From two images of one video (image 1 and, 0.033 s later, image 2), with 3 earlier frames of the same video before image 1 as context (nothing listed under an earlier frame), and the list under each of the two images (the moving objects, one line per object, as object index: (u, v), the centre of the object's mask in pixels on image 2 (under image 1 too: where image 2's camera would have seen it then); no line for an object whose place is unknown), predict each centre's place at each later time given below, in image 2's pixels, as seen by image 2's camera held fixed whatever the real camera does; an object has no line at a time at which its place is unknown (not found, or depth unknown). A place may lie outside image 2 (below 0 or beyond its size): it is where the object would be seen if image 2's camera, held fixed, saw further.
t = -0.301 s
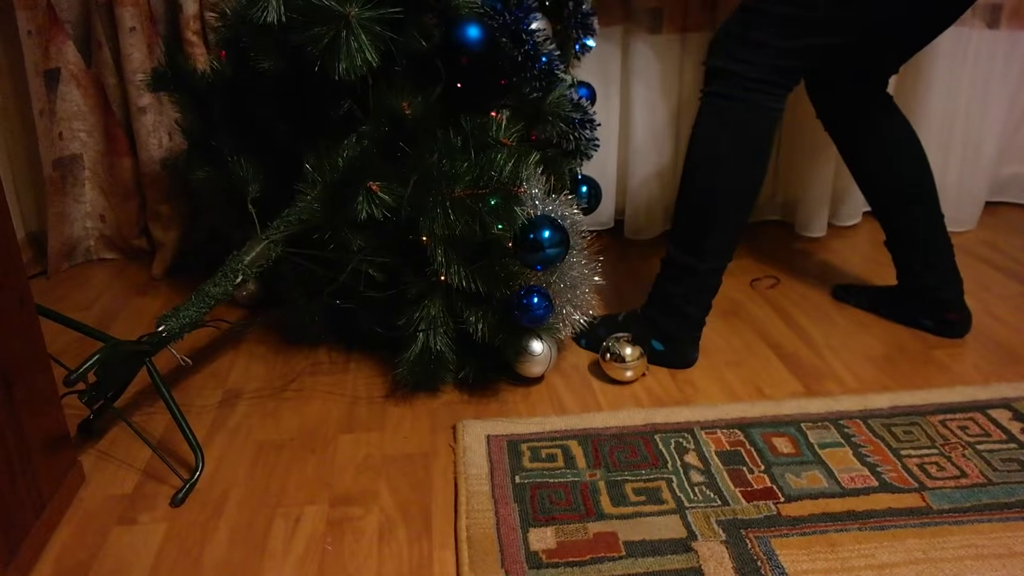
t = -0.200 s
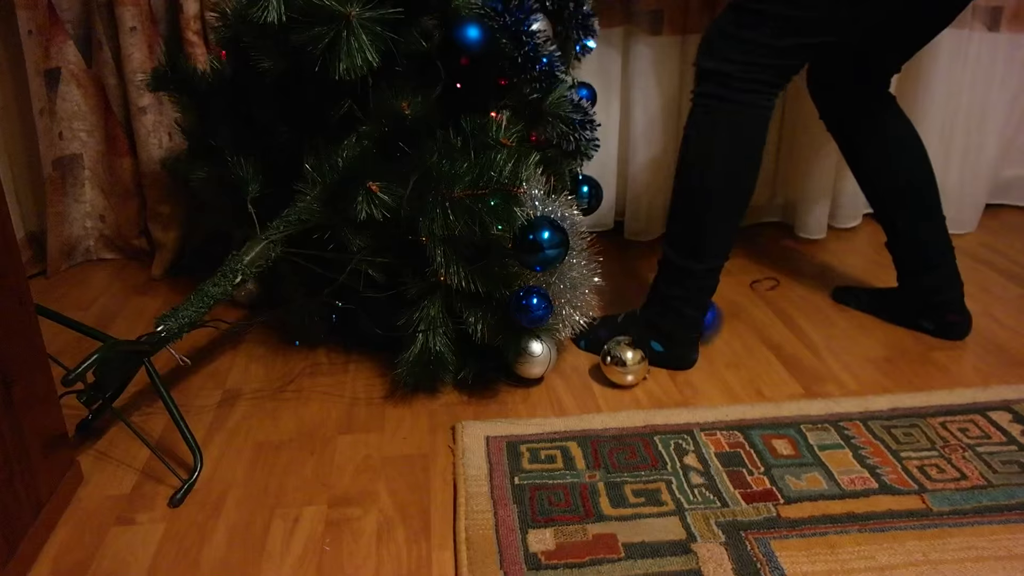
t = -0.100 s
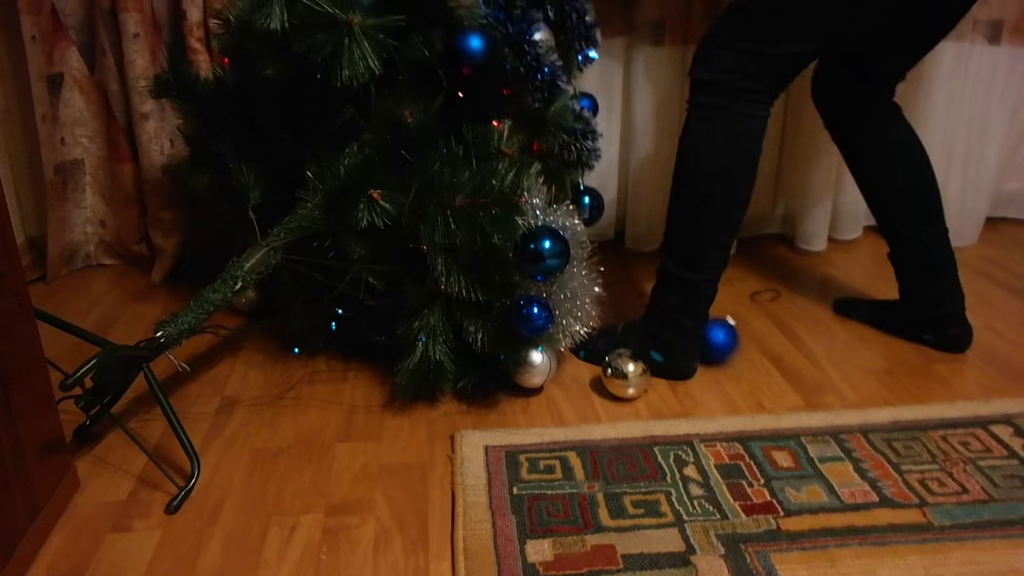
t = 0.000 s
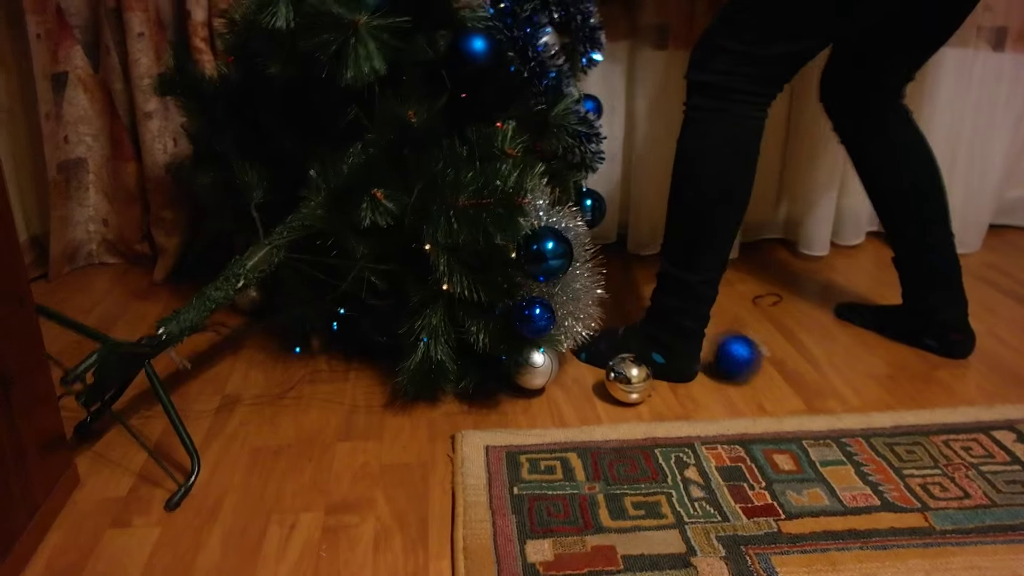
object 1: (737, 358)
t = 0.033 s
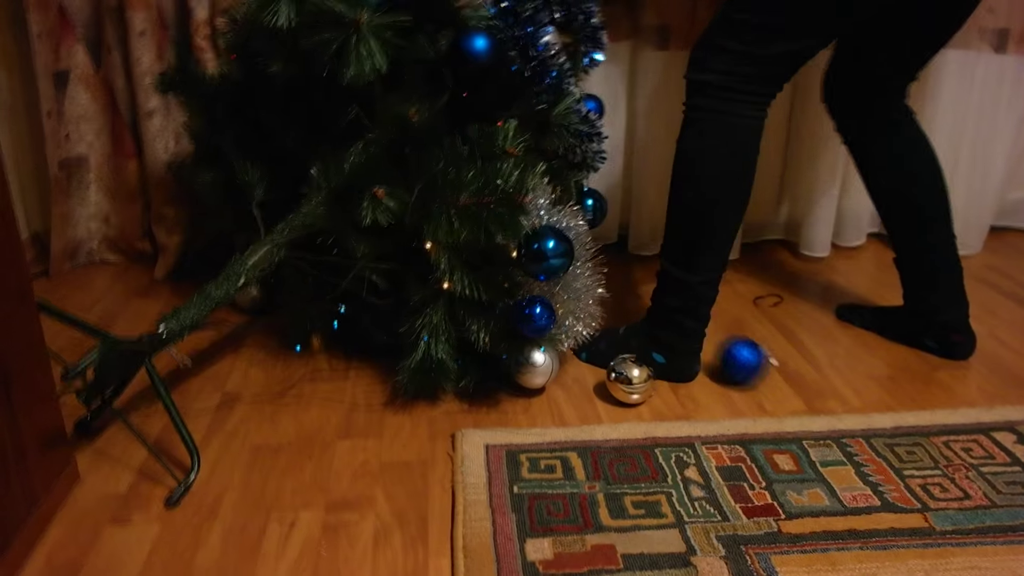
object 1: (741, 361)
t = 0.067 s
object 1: (747, 366)
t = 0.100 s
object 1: (752, 371)
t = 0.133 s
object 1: (760, 376)
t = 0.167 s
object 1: (766, 381)
